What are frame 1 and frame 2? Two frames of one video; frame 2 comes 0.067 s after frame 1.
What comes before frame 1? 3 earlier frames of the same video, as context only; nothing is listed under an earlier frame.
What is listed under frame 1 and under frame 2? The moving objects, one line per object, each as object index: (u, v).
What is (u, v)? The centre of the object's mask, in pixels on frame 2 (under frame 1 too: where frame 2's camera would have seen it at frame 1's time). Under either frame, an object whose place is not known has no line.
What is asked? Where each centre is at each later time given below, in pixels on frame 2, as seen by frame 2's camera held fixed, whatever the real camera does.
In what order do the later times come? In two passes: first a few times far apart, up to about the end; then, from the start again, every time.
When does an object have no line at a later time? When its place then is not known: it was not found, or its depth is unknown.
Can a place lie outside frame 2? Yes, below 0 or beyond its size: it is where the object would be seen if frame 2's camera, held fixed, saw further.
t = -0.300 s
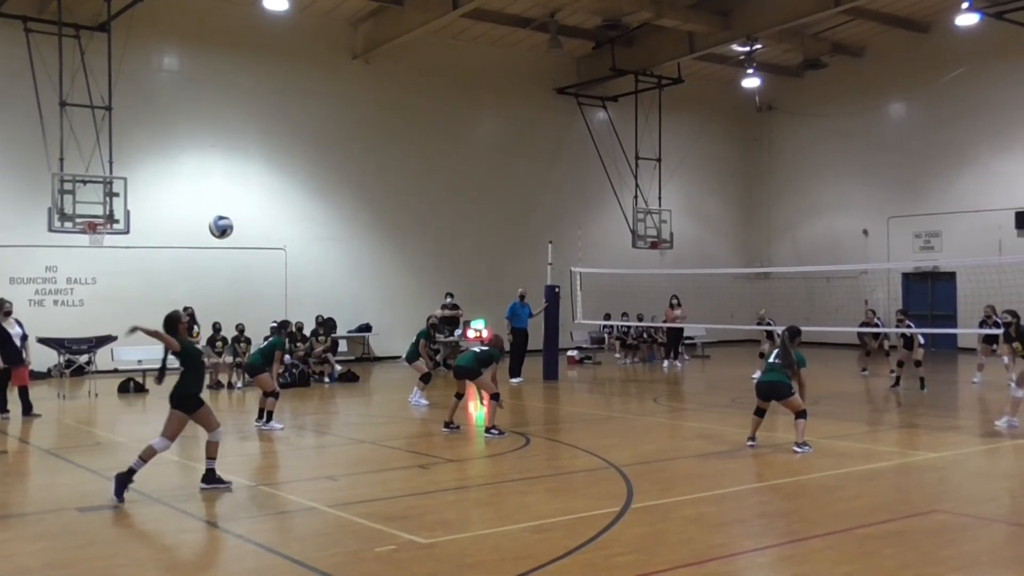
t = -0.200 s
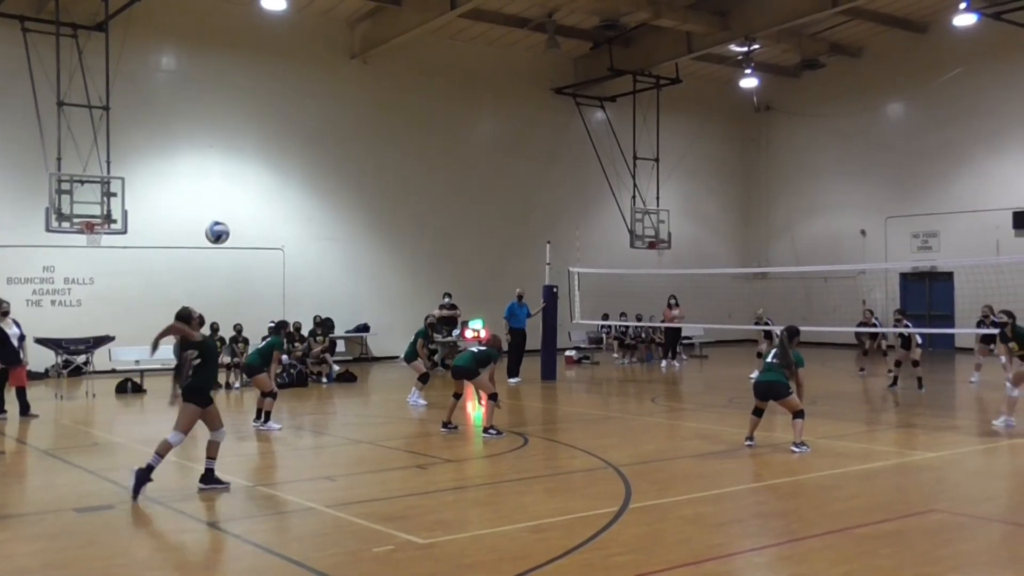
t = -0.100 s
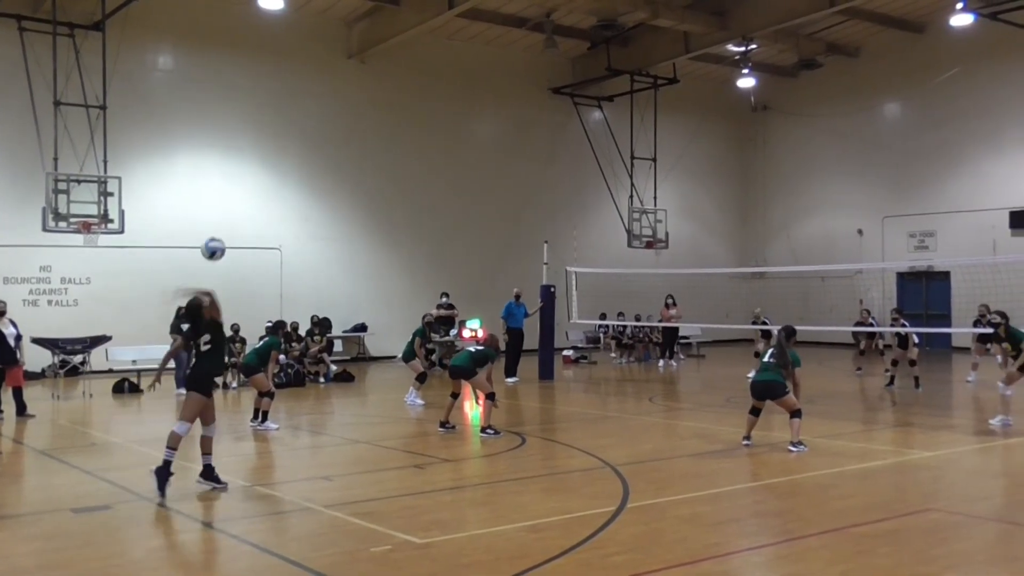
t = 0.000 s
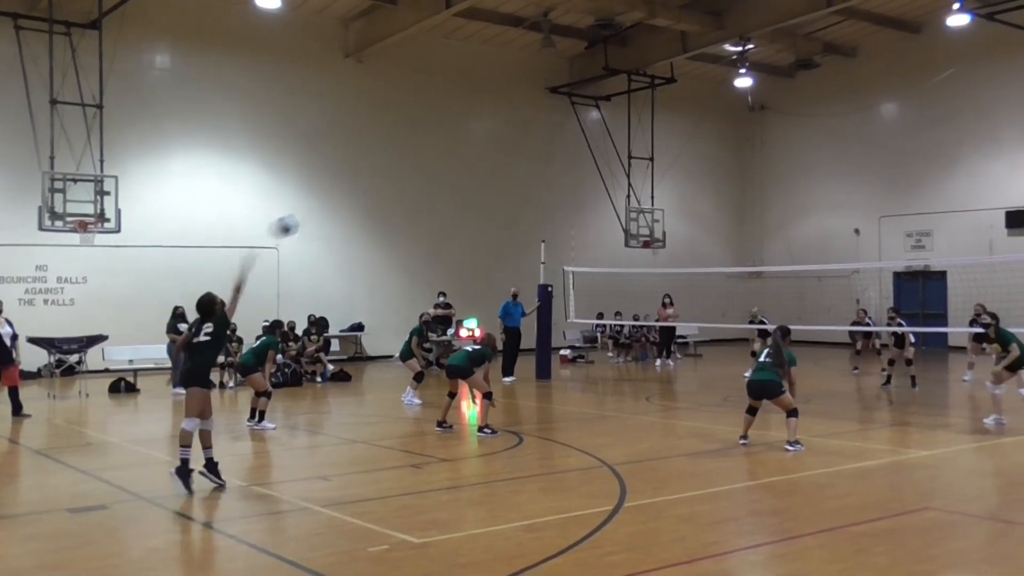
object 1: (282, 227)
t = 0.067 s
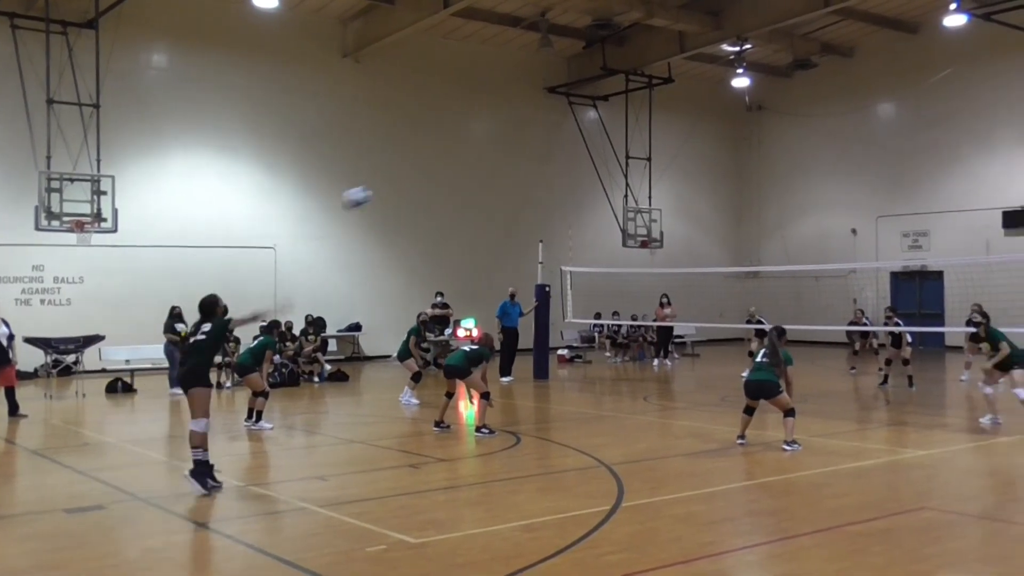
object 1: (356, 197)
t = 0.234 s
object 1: (510, 156)
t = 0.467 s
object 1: (676, 151)
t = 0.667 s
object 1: (791, 178)
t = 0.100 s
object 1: (390, 186)
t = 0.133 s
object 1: (422, 177)
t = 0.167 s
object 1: (453, 168)
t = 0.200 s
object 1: (481, 162)
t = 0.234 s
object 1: (510, 156)
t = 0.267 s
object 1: (537, 153)
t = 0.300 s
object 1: (563, 150)
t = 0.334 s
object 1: (586, 147)
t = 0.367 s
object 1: (609, 147)
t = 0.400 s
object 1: (632, 149)
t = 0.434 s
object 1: (655, 150)
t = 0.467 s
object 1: (676, 151)
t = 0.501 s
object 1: (697, 153)
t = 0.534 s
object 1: (718, 157)
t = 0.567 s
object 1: (738, 161)
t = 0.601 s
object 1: (757, 165)
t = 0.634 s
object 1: (774, 172)
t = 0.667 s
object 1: (791, 178)
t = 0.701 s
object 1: (808, 184)
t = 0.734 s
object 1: (825, 193)
